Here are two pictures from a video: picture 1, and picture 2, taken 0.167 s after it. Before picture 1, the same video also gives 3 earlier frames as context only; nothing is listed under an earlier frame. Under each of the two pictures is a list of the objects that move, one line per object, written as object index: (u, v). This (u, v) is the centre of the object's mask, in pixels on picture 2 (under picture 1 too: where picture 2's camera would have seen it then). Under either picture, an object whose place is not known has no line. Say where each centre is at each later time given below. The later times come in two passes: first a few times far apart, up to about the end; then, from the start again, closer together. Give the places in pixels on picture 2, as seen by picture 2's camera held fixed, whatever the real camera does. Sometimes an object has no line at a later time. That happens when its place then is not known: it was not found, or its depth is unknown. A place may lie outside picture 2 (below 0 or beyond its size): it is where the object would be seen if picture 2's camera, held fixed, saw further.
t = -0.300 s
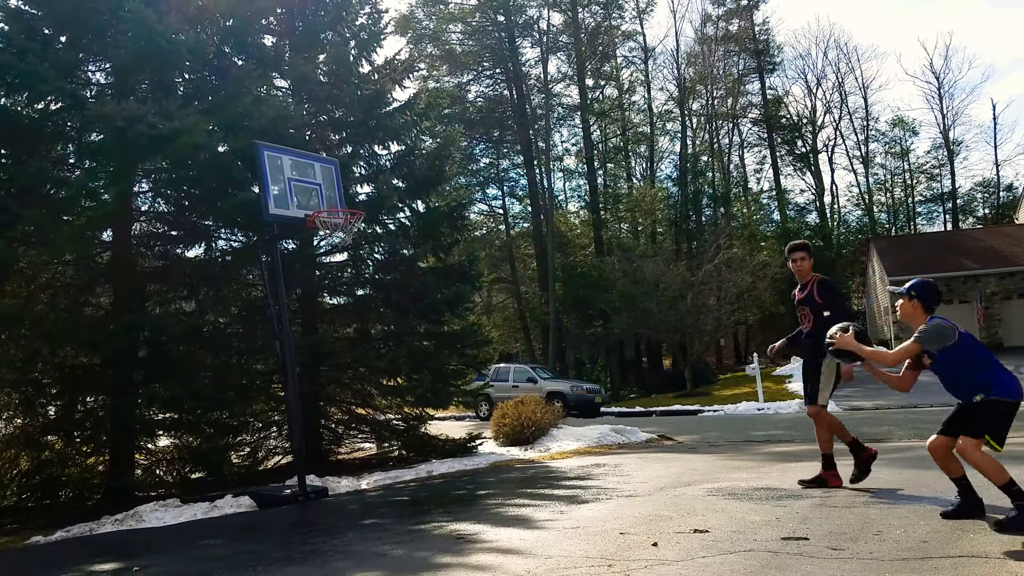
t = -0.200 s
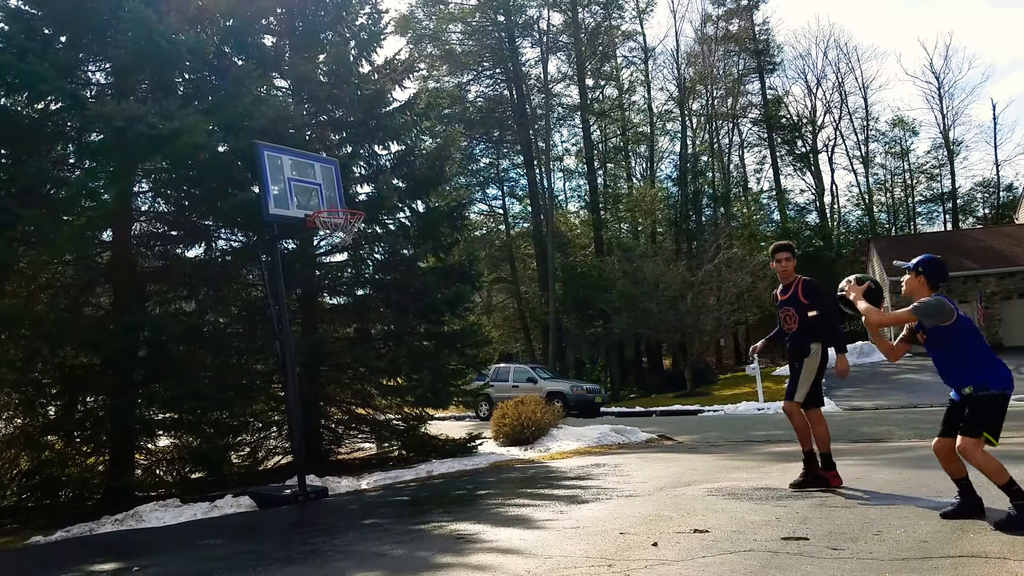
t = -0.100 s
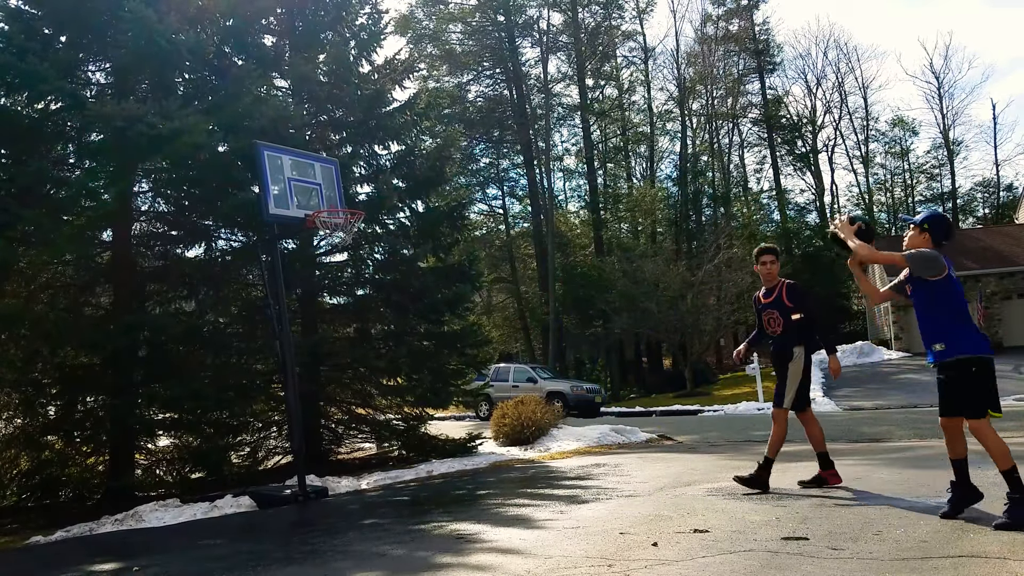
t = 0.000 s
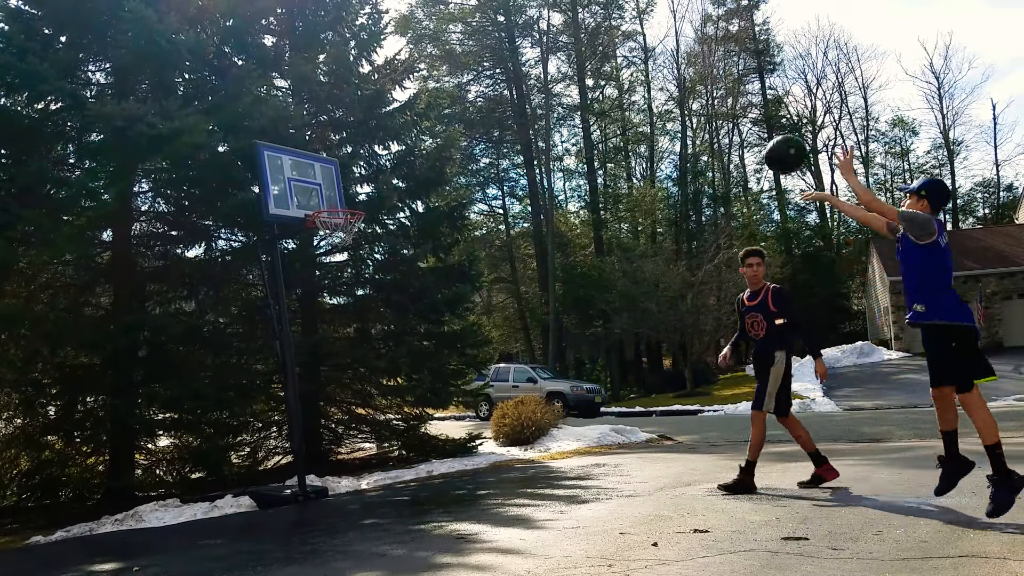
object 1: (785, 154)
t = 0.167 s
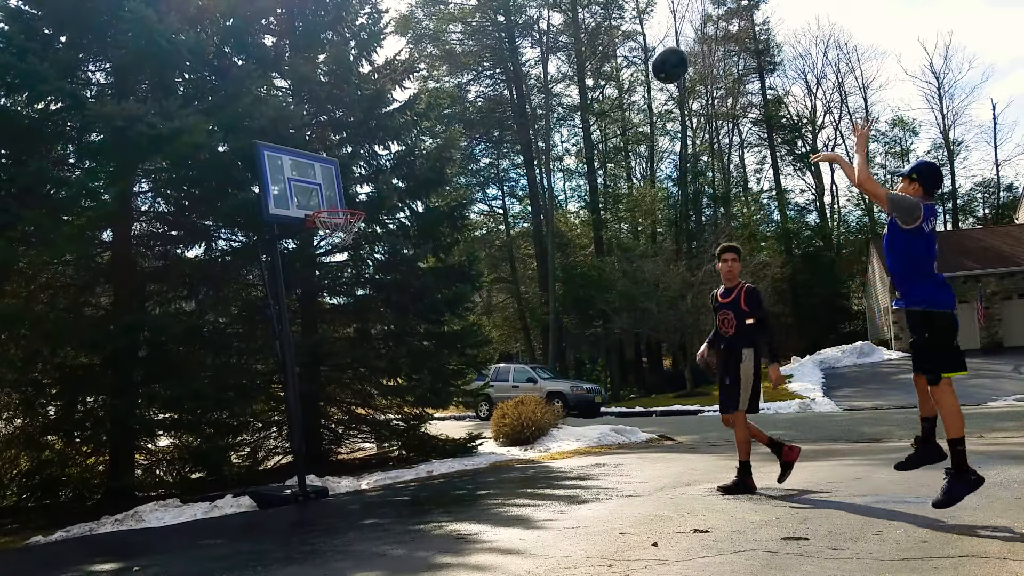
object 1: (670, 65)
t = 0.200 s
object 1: (650, 54)
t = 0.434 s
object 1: (530, 20)
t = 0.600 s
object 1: (462, 41)
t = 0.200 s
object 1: (650, 54)
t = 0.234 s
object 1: (630, 43)
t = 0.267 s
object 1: (612, 35)
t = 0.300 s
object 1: (595, 29)
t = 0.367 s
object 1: (561, 22)
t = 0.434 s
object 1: (530, 20)
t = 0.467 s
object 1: (515, 22)
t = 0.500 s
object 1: (501, 24)
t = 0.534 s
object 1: (488, 29)
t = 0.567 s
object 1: (474, 35)
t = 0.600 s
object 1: (462, 41)
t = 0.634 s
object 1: (449, 48)
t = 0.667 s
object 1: (437, 58)
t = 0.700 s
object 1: (426, 69)
